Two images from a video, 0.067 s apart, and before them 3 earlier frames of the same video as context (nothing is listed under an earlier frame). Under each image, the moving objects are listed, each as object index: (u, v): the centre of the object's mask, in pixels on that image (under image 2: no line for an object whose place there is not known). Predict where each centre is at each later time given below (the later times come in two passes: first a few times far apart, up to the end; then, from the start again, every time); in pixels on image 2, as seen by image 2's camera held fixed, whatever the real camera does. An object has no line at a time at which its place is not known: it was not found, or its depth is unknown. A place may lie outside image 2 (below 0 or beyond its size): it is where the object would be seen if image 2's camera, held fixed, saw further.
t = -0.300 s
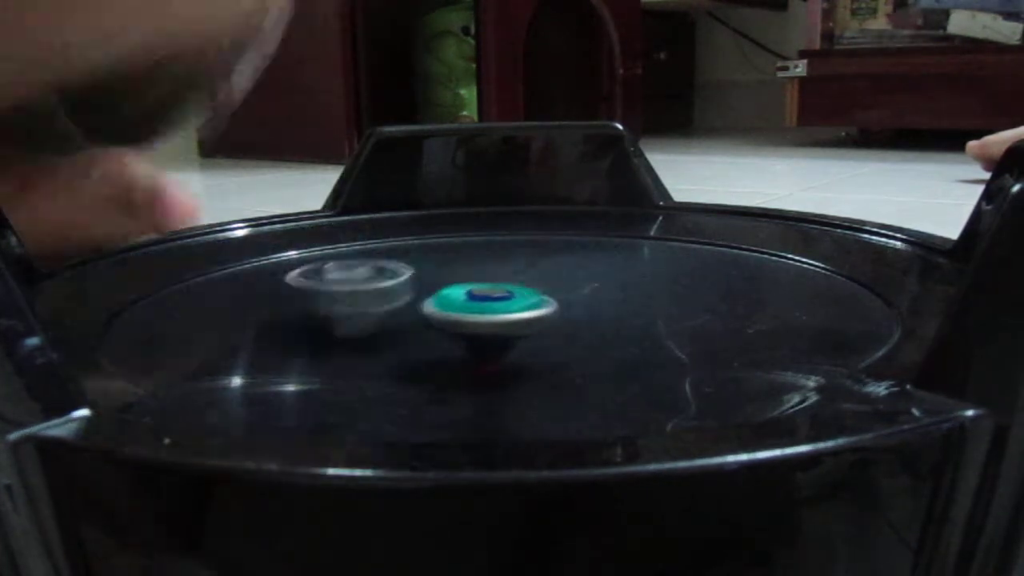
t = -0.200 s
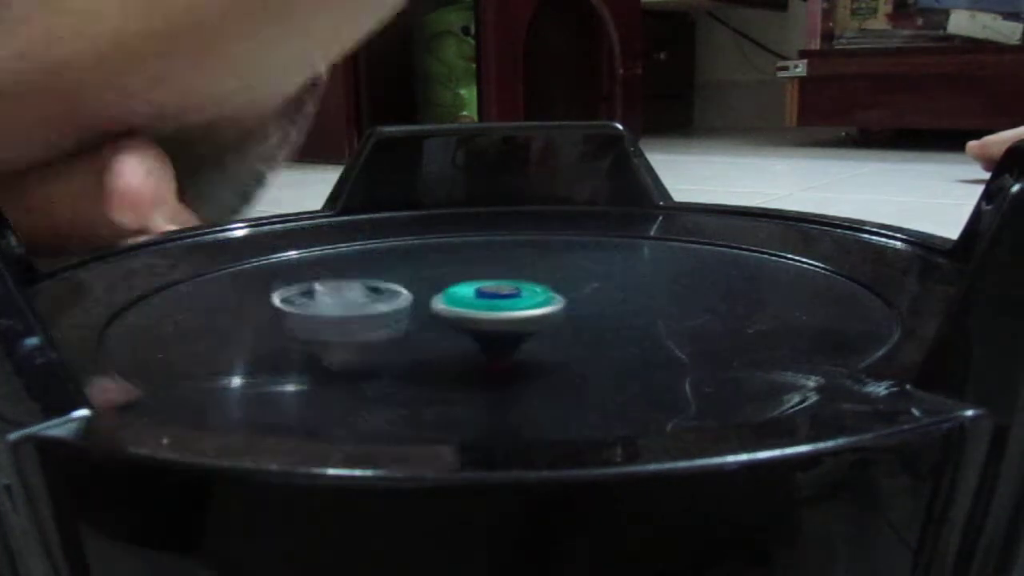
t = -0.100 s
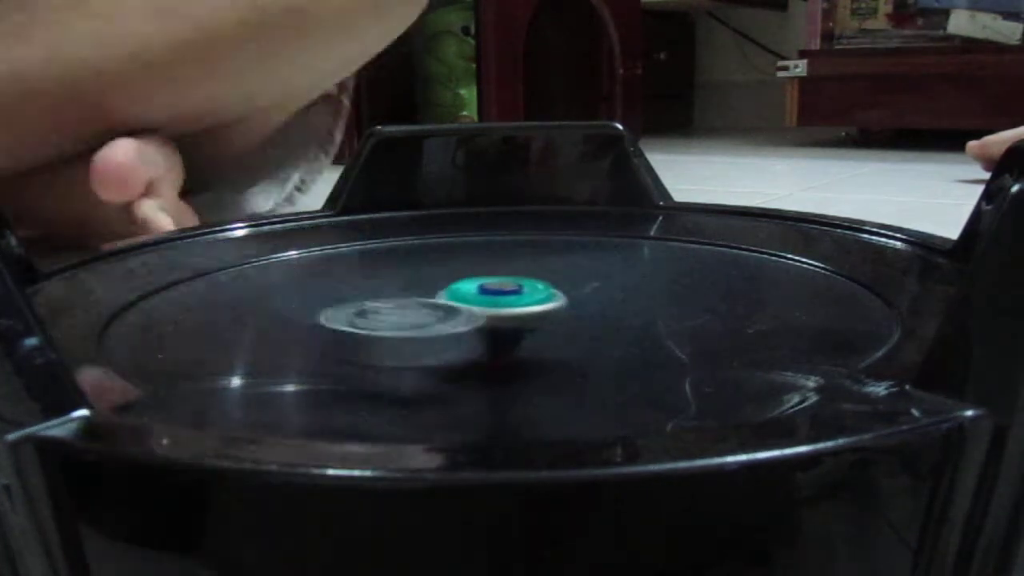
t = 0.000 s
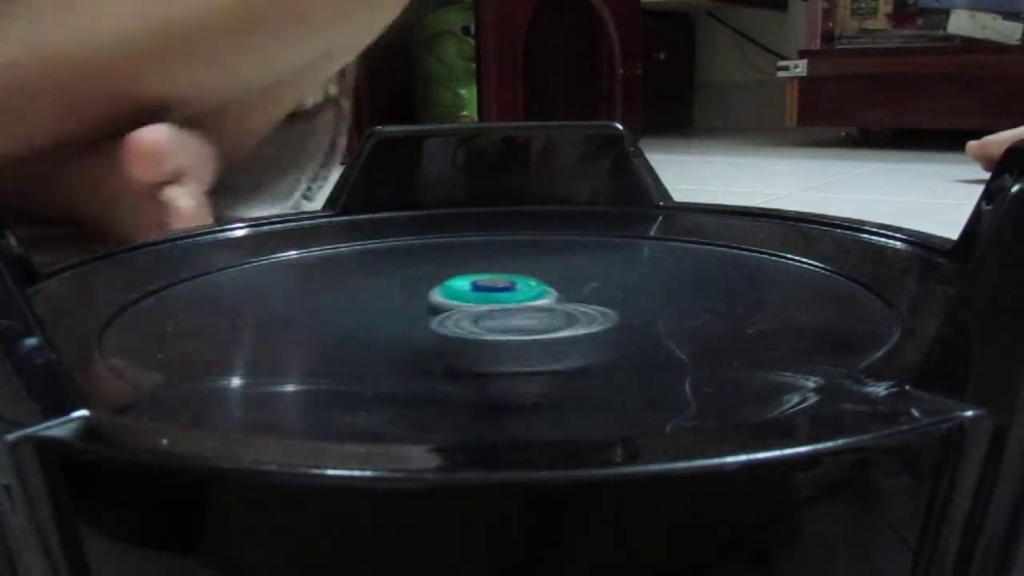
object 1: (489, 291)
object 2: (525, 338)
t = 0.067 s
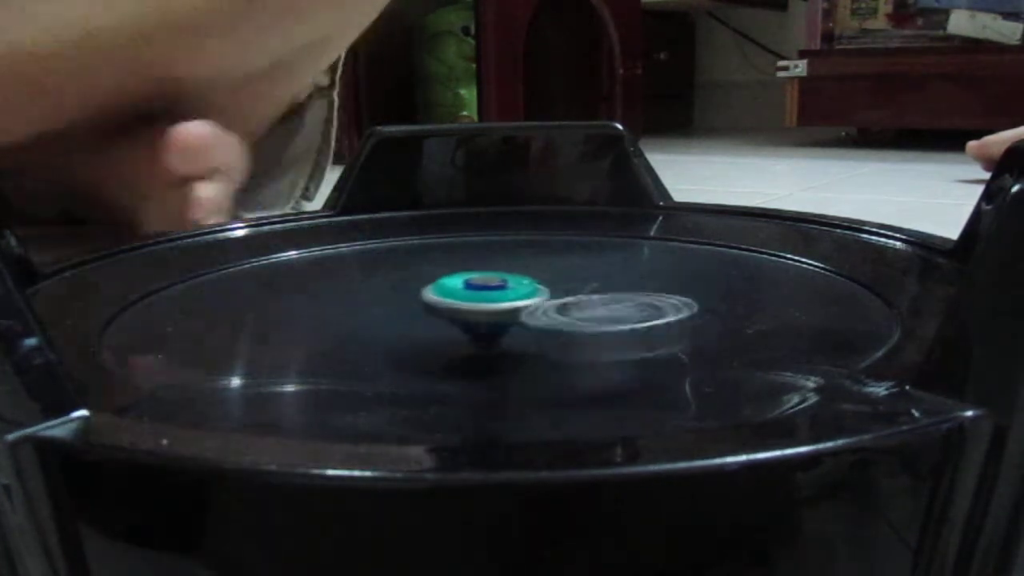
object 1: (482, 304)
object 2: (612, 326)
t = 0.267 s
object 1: (463, 305)
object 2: (675, 284)
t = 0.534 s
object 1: (469, 309)
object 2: (446, 256)
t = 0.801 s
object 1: (509, 307)
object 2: (339, 323)
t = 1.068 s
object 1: (510, 297)
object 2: (630, 322)
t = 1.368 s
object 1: (492, 303)
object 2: (586, 266)
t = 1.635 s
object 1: (519, 312)
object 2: (354, 288)
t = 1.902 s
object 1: (547, 307)
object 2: (431, 337)
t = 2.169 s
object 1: (507, 308)
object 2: (665, 307)
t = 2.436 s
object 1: (493, 319)
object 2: (508, 259)
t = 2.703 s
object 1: (509, 319)
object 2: (338, 302)
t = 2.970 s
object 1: (510, 293)
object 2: (503, 337)
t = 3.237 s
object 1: (470, 308)
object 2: (641, 294)
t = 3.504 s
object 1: (457, 313)
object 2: (463, 260)
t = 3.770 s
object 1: (488, 314)
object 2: (350, 315)
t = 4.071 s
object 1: (500, 290)
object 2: (576, 326)
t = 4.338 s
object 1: (362, 275)
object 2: (688, 252)
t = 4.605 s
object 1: (92, 249)
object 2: (709, 226)
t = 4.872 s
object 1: (142, 279)
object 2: (479, 268)
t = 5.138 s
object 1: (213, 293)
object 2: (465, 314)
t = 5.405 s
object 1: (334, 325)
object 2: (654, 318)
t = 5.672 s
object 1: (491, 326)
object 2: (607, 304)
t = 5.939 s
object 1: (301, 338)
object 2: (550, 259)
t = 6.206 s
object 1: (405, 349)
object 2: (371, 289)
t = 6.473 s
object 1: (808, 303)
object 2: (332, 306)
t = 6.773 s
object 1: (847, 265)
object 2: (386, 328)
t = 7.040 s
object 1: (749, 260)
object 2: (488, 316)
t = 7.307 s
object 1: (709, 223)
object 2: (343, 288)
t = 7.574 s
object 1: (744, 184)
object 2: (85, 278)
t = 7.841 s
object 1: (702, 202)
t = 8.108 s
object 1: (574, 265)
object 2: (579, 330)
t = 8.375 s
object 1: (299, 243)
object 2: (678, 297)
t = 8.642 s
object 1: (163, 253)
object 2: (558, 263)
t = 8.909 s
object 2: (427, 290)
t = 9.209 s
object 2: (600, 272)
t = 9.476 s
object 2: (535, 271)
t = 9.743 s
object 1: (540, 346)
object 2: (520, 284)
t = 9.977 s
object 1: (720, 312)
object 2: (516, 292)
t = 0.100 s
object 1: (480, 304)
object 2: (646, 318)
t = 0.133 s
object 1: (477, 303)
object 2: (668, 318)
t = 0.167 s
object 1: (472, 303)
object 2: (682, 309)
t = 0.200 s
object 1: (470, 303)
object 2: (686, 302)
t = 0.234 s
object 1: (466, 304)
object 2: (686, 293)
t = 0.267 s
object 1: (463, 305)
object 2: (675, 284)
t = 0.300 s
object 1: (461, 303)
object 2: (657, 275)
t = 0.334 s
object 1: (459, 306)
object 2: (633, 265)
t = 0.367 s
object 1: (459, 306)
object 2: (604, 267)
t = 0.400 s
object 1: (459, 306)
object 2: (579, 266)
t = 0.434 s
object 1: (461, 307)
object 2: (551, 264)
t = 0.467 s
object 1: (463, 308)
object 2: (515, 257)
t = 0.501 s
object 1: (465, 309)
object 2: (478, 252)
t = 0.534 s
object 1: (469, 309)
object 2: (446, 256)
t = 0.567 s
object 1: (473, 311)
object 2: (412, 264)
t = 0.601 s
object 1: (478, 310)
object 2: (386, 278)
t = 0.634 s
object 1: (485, 309)
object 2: (366, 284)
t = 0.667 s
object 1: (491, 309)
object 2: (347, 293)
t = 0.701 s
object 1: (496, 308)
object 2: (338, 297)
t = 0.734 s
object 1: (502, 309)
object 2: (328, 305)
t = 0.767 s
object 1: (506, 308)
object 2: (329, 316)
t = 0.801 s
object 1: (509, 307)
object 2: (339, 323)
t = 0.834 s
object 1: (512, 305)
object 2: (356, 326)
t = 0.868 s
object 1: (516, 304)
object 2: (386, 332)
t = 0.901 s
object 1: (520, 301)
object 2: (417, 336)
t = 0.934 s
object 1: (519, 288)
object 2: (463, 338)
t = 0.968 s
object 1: (517, 288)
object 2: (507, 339)
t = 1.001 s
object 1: (515, 287)
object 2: (548, 336)
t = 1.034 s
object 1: (510, 289)
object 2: (593, 330)
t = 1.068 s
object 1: (510, 297)
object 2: (630, 322)
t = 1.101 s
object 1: (510, 298)
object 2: (653, 324)
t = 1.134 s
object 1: (507, 298)
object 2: (669, 316)
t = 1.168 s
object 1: (504, 298)
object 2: (679, 308)
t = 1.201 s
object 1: (501, 297)
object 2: (682, 298)
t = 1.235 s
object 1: (498, 298)
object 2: (677, 291)
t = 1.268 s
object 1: (496, 298)
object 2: (660, 281)
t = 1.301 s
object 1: (494, 301)
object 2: (640, 275)
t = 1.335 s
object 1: (492, 302)
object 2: (610, 271)
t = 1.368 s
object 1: (492, 303)
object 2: (586, 266)
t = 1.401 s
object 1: (493, 306)
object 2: (559, 260)
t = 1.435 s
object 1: (495, 307)
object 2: (521, 251)
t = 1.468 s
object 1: (496, 310)
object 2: (489, 252)
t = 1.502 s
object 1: (499, 310)
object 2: (458, 256)
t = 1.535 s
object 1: (502, 312)
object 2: (415, 272)
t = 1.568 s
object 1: (507, 312)
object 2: (395, 279)
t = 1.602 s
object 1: (513, 311)
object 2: (377, 281)
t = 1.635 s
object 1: (519, 312)
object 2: (354, 288)
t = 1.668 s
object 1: (524, 313)
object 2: (338, 295)
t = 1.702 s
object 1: (528, 312)
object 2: (329, 302)
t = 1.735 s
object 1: (533, 311)
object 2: (324, 311)
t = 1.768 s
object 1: (536, 310)
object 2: (326, 320)
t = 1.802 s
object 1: (540, 309)
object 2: (340, 323)
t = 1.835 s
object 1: (542, 309)
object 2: (358, 331)
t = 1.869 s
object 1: (543, 308)
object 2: (392, 333)
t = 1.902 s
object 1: (547, 307)
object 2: (431, 337)
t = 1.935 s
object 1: (548, 294)
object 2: (473, 339)
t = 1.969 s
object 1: (541, 290)
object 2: (518, 338)
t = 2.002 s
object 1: (533, 290)
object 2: (555, 335)
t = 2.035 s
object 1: (523, 292)
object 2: (593, 329)
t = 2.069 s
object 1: (518, 301)
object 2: (620, 324)
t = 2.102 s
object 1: (516, 306)
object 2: (648, 317)
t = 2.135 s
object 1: (511, 307)
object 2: (658, 315)
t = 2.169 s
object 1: (507, 308)
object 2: (665, 307)
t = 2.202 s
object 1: (502, 309)
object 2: (666, 299)
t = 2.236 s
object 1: (498, 311)
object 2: (657, 291)
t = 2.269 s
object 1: (495, 312)
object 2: (644, 285)
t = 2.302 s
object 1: (492, 317)
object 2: (618, 278)
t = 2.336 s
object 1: (493, 316)
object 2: (598, 275)
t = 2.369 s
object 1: (492, 318)
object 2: (573, 268)
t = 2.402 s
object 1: (492, 318)
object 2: (542, 262)
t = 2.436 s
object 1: (493, 319)
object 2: (508, 259)
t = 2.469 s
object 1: (494, 319)
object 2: (479, 261)
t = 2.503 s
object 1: (494, 320)
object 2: (450, 263)
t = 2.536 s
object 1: (496, 320)
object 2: (411, 275)
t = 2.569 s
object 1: (499, 321)
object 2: (396, 279)
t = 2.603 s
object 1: (501, 320)
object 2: (375, 285)
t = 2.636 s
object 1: (504, 320)
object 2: (359, 290)
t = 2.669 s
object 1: (507, 320)
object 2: (346, 296)
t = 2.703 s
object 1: (509, 319)
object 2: (338, 302)
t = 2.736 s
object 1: (512, 318)
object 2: (334, 312)
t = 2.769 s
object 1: (514, 318)
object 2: (339, 319)
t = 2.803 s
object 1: (515, 317)
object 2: (351, 326)
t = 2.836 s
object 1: (516, 316)
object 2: (369, 326)
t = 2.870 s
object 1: (519, 315)
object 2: (399, 331)
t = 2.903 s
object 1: (523, 310)
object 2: (430, 336)
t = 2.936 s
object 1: (517, 294)
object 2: (467, 337)
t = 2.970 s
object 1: (510, 293)
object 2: (503, 337)
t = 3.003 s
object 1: (500, 292)
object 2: (542, 334)
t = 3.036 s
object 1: (490, 301)
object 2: (576, 328)
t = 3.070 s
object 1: (489, 307)
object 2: (600, 332)
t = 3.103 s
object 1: (489, 308)
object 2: (626, 317)
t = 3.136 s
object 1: (484, 308)
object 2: (635, 317)
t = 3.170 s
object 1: (479, 307)
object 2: (645, 308)
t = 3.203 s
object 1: (474, 307)
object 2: (644, 301)
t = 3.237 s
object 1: (470, 308)
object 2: (641, 294)
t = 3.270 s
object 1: (466, 308)
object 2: (628, 287)
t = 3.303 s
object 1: (462, 308)
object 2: (613, 281)
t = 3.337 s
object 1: (459, 309)
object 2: (589, 276)
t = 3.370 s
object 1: (456, 311)
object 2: (567, 267)
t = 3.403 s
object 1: (456, 311)
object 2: (544, 269)
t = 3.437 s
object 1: (455, 312)
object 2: (518, 264)
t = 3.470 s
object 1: (456, 312)
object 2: (491, 261)
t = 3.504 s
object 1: (457, 313)
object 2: (463, 260)
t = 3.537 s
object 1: (457, 315)
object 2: (429, 263)
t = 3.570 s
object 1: (459, 315)
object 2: (404, 269)
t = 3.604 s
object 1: (462, 317)
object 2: (385, 279)
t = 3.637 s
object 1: (466, 318)
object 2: (373, 286)
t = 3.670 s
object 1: (472, 315)
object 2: (361, 295)
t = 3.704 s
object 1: (477, 316)
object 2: (352, 302)
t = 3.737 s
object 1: (482, 315)
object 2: (348, 309)
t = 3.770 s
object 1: (488, 314)
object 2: (350, 315)
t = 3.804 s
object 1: (492, 313)
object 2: (357, 322)
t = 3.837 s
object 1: (500, 313)
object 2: (372, 330)
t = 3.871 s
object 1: (505, 311)
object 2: (396, 327)
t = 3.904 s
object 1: (513, 305)
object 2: (419, 333)
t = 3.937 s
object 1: (512, 292)
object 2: (450, 335)
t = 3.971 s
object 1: (511, 289)
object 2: (485, 342)
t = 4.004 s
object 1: (509, 288)
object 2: (517, 340)
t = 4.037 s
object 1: (505, 288)
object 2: (550, 330)
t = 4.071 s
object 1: (500, 290)
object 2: (576, 326)
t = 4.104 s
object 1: (499, 298)
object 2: (600, 327)
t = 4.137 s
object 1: (499, 298)
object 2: (614, 320)
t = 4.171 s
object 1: (500, 299)
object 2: (624, 316)
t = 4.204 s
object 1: (498, 298)
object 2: (629, 308)
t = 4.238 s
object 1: (496, 298)
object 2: (630, 302)
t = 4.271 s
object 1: (494, 298)
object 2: (625, 295)
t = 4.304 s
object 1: (471, 294)
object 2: (628, 287)
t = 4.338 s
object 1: (362, 275)
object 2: (688, 252)
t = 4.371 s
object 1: (263, 259)
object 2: (736, 236)
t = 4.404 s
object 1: (176, 237)
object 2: (767, 229)
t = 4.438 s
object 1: (136, 228)
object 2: (791, 227)
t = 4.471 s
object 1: (112, 229)
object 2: (792, 223)
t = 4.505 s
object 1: (84, 232)
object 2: (783, 221)
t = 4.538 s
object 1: (86, 244)
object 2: (765, 222)
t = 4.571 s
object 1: (89, 247)
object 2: (737, 223)
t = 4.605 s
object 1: (92, 249)
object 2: (709, 226)
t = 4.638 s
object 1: (95, 253)
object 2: (681, 226)
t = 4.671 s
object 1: (97, 254)
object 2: (650, 235)
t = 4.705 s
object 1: (99, 255)
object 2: (622, 240)
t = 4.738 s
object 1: (102, 258)
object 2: (599, 248)
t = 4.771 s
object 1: (106, 259)
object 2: (568, 251)
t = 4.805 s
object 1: (113, 263)
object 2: (539, 256)
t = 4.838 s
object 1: (128, 272)
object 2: (509, 261)
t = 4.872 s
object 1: (142, 279)
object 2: (479, 268)
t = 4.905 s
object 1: (158, 284)
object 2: (455, 275)
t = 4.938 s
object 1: (172, 289)
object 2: (437, 280)
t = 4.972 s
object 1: (189, 295)
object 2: (420, 289)
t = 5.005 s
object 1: (208, 299)
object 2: (408, 297)
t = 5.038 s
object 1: (230, 303)
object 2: (397, 307)
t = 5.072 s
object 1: (252, 308)
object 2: (396, 314)
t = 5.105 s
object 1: (242, 293)
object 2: (415, 316)
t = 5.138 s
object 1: (213, 293)
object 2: (465, 314)
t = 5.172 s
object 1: (201, 297)
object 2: (500, 329)
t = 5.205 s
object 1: (208, 293)
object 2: (545, 328)
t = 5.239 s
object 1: (223, 313)
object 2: (572, 332)
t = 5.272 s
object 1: (237, 312)
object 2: (597, 331)
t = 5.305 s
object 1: (260, 318)
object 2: (616, 329)
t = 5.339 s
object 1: (283, 320)
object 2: (631, 325)
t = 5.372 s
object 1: (310, 325)
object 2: (643, 322)
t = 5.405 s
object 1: (334, 325)
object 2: (654, 318)
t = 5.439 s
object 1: (358, 328)
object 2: (657, 316)
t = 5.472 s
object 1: (379, 330)
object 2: (656, 313)
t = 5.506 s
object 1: (401, 331)
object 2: (654, 311)
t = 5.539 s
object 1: (420, 331)
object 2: (649, 308)
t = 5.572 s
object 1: (439, 330)
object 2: (640, 307)
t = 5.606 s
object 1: (458, 329)
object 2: (630, 306)
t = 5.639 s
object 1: (474, 327)
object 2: (617, 306)
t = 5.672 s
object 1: (491, 326)
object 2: (607, 304)
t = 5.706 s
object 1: (469, 326)
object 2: (609, 298)
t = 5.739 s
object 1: (405, 327)
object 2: (625, 288)
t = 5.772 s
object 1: (351, 327)
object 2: (635, 278)
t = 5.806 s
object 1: (310, 326)
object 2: (635, 270)
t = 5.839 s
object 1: (291, 334)
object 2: (624, 265)
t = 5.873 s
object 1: (289, 334)
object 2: (604, 258)
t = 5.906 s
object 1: (293, 336)
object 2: (576, 257)
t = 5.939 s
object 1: (301, 338)
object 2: (550, 259)
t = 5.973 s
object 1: (313, 340)
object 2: (521, 262)
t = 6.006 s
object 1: (323, 341)
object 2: (493, 264)
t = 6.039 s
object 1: (335, 341)
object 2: (467, 268)
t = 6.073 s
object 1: (349, 344)
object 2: (442, 277)
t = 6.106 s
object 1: (365, 345)
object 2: (418, 278)
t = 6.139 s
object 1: (378, 346)
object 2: (403, 282)
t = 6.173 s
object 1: (392, 345)
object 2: (388, 285)
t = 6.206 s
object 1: (405, 349)
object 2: (371, 289)
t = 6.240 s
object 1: (419, 346)
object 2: (359, 296)
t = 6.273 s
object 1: (441, 341)
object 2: (355, 315)
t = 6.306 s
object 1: (467, 336)
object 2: (355, 322)
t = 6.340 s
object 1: (542, 336)
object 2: (353, 317)
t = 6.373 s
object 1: (630, 329)
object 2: (339, 311)
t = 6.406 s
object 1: (714, 323)
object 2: (334, 307)
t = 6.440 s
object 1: (769, 314)
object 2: (332, 305)
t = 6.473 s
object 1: (808, 303)
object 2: (332, 306)
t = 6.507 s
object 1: (838, 299)
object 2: (335, 307)
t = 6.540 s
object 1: (854, 284)
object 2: (338, 309)
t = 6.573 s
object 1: (863, 281)
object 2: (341, 312)
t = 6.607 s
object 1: (865, 281)
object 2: (344, 315)
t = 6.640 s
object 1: (864, 277)
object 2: (349, 318)
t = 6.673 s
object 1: (861, 272)
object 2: (355, 321)
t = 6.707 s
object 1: (858, 273)
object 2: (364, 324)
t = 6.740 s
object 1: (852, 268)
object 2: (375, 325)
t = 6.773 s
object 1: (847, 265)
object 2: (386, 328)
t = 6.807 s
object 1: (840, 264)
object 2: (403, 327)
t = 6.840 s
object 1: (832, 262)
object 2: (416, 329)
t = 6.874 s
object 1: (823, 261)
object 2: (432, 327)
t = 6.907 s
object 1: (811, 260)
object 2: (447, 326)
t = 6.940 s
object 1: (798, 259)
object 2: (459, 324)
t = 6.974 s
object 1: (784, 258)
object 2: (471, 323)
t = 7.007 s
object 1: (766, 258)
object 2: (482, 319)
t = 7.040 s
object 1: (749, 260)
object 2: (488, 316)
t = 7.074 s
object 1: (730, 265)
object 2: (493, 313)
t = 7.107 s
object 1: (708, 264)
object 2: (495, 310)
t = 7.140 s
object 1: (683, 262)
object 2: (495, 305)
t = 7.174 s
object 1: (658, 264)
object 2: (493, 302)
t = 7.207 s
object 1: (630, 266)
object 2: (489, 299)
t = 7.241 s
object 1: (602, 269)
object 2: (486, 297)
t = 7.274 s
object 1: (635, 251)
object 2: (434, 289)
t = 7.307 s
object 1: (709, 223)
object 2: (343, 288)
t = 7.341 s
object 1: (756, 202)
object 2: (272, 291)
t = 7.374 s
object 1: (773, 194)
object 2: (210, 267)
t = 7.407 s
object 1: (779, 185)
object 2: (148, 263)
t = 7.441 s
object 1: (779, 179)
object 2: (117, 262)
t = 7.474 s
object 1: (771, 175)
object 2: (101, 267)
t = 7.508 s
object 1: (758, 180)
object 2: (94, 269)
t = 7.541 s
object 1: (752, 181)
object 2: (86, 273)
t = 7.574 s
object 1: (744, 184)
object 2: (85, 278)
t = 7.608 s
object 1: (736, 185)
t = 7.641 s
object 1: (729, 188)
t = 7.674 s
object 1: (723, 188)
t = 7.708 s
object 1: (718, 192)
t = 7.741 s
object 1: (714, 194)
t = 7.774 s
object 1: (710, 196)
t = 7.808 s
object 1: (707, 198)
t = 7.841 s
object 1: (702, 202)
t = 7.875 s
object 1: (690, 207)
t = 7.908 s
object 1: (679, 218)
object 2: (370, 342)
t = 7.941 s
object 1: (666, 221)
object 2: (426, 344)
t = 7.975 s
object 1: (654, 227)
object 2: (473, 343)
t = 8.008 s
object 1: (640, 238)
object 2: (511, 340)
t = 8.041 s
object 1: (619, 246)
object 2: (542, 336)
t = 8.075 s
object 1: (595, 256)
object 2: (564, 337)
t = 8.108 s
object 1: (574, 265)
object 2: (579, 330)
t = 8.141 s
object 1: (543, 273)
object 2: (589, 320)
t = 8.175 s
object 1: (505, 275)
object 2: (607, 317)
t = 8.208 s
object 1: (460, 267)
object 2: (638, 313)
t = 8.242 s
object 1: (418, 262)
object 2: (656, 313)
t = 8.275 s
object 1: (384, 255)
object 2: (670, 309)
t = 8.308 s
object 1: (356, 252)
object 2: (679, 305)
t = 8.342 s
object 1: (329, 249)
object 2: (680, 303)
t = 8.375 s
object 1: (299, 243)
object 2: (678, 297)
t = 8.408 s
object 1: (266, 239)
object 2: (672, 291)
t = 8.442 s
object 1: (234, 231)
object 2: (665, 282)
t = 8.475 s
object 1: (211, 233)
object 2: (651, 276)
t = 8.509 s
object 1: (193, 232)
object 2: (634, 271)
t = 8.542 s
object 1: (178, 230)
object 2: (617, 267)
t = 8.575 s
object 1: (168, 237)
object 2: (597, 264)
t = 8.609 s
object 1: (162, 245)
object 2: (580, 263)
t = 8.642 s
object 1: (163, 253)
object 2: (558, 263)
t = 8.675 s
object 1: (169, 264)
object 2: (532, 257)
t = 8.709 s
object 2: (510, 260)
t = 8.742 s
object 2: (492, 269)
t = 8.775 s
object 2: (473, 271)
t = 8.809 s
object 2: (456, 276)
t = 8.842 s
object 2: (442, 282)
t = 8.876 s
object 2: (432, 287)
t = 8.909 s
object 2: (427, 290)
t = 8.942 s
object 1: (287, 299)
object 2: (423, 297)
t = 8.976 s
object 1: (279, 298)
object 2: (442, 298)
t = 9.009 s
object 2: (484, 300)
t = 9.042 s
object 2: (529, 297)
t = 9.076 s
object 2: (571, 286)
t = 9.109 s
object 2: (591, 282)
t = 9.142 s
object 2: (601, 279)
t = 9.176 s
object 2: (602, 276)
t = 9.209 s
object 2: (600, 272)
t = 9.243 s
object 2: (595, 269)
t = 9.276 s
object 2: (587, 267)
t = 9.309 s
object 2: (578, 264)
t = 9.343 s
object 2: (569, 265)
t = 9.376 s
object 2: (560, 266)
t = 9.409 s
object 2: (552, 265)
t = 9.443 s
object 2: (544, 268)
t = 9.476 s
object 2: (535, 271)
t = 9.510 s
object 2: (528, 274)
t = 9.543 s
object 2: (522, 279)
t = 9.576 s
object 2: (519, 281)
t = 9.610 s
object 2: (518, 281)
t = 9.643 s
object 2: (517, 281)
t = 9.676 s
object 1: (497, 350)
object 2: (518, 282)
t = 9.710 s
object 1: (519, 349)
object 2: (519, 283)
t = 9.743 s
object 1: (540, 346)
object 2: (520, 284)
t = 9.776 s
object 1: (562, 337)
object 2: (519, 287)
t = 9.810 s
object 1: (582, 334)
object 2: (517, 292)
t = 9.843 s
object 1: (598, 328)
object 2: (520, 297)
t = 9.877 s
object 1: (612, 324)
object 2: (526, 309)
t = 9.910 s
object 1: (638, 318)
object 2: (531, 311)
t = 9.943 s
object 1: (684, 316)
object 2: (531, 302)
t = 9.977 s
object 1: (720, 312)
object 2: (516, 292)
